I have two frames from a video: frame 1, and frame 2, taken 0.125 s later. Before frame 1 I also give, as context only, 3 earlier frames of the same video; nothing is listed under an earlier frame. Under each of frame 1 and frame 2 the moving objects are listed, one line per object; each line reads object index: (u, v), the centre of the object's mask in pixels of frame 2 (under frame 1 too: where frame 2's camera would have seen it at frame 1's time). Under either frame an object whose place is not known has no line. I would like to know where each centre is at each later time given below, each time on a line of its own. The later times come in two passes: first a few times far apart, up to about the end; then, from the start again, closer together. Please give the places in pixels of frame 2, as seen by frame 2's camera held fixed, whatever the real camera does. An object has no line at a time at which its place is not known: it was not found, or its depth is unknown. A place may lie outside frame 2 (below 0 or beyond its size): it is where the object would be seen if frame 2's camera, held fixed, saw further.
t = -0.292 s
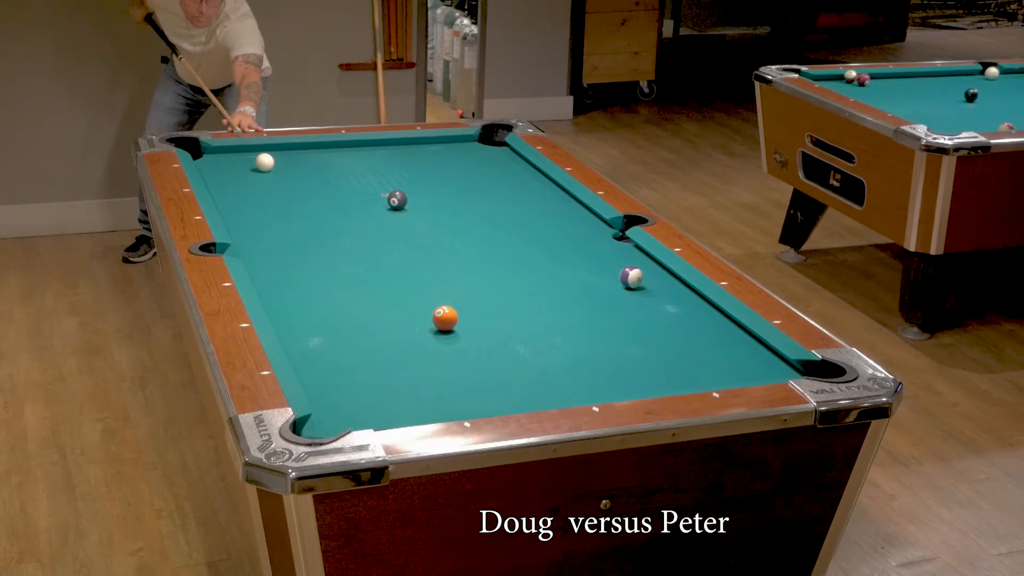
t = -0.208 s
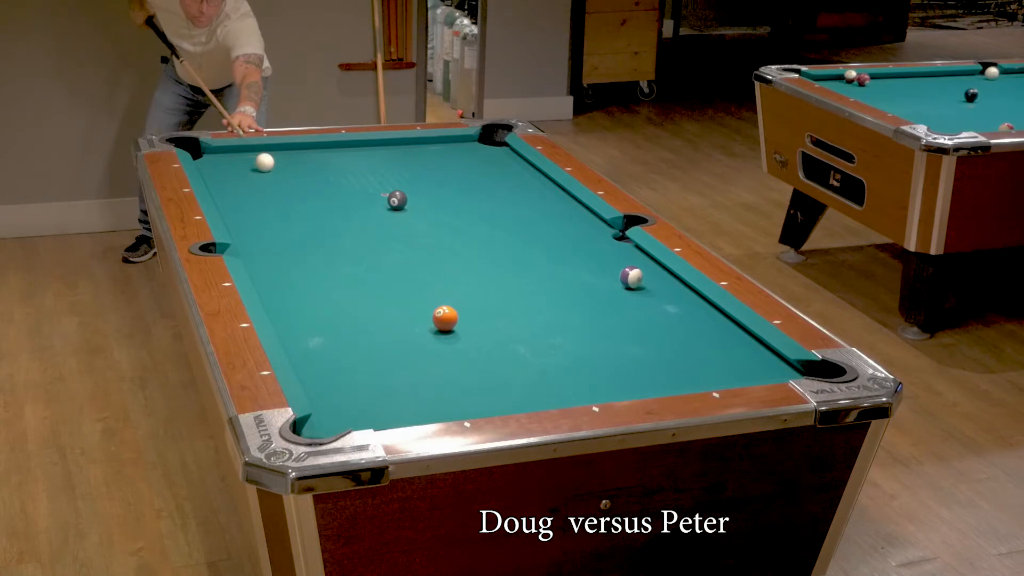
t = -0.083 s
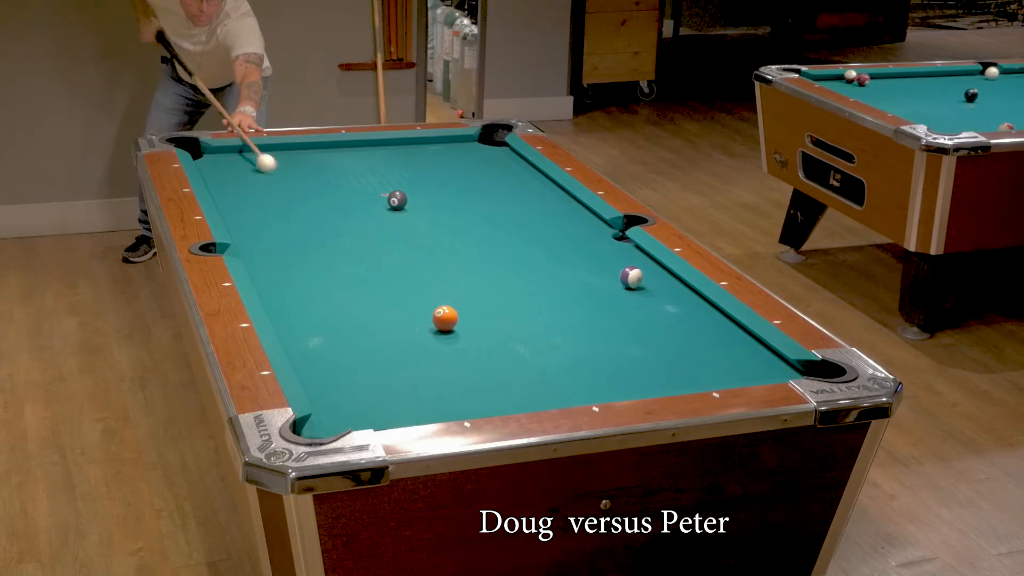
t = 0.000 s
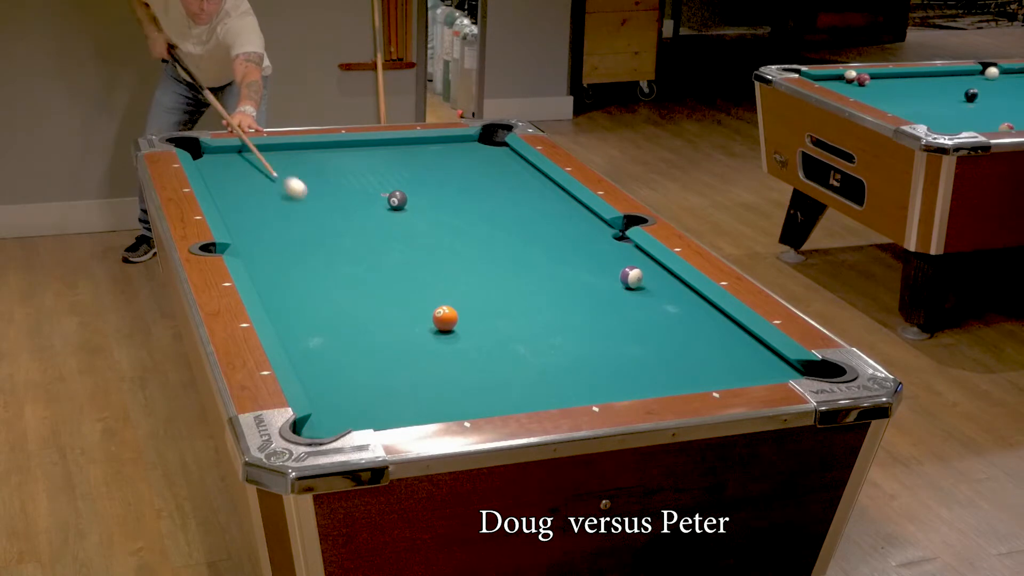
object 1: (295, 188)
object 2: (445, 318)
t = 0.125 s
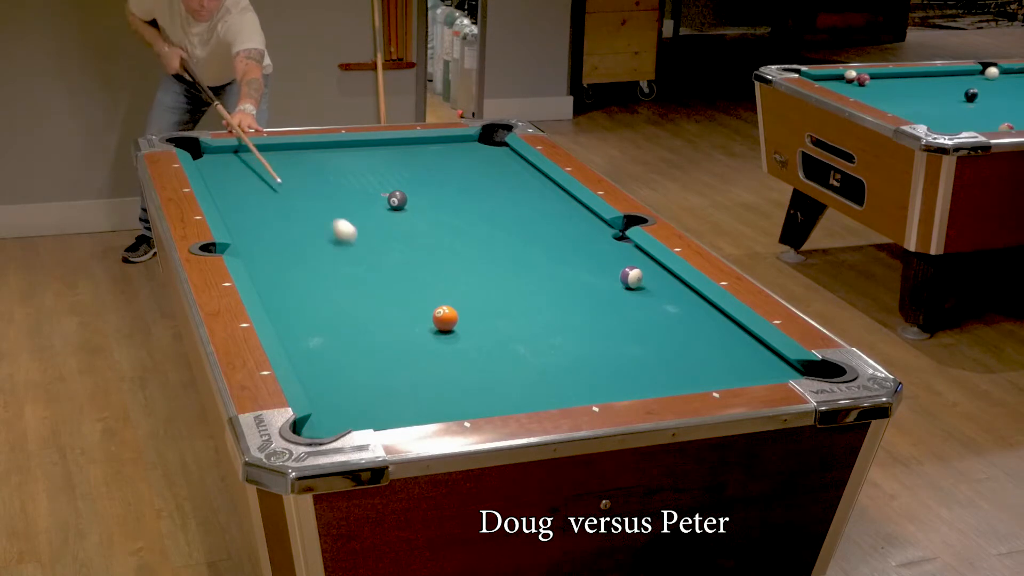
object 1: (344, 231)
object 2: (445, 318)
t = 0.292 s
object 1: (415, 291)
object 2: (445, 318)
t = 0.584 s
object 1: (444, 326)
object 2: (547, 391)
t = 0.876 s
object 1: (477, 362)
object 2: (513, 335)
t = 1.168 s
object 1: (512, 399)
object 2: (487, 287)
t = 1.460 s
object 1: (511, 384)
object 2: (465, 248)
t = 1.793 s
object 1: (506, 361)
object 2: (443, 212)
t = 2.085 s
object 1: (503, 343)
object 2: (428, 185)
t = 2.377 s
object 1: (501, 328)
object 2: (415, 162)
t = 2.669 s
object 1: (499, 315)
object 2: (404, 142)
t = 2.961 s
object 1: (497, 304)
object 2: (418, 151)
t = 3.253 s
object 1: (496, 294)
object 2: (433, 161)
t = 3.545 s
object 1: (494, 285)
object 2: (448, 171)
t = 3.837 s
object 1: (494, 278)
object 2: (462, 180)
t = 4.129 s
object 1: (493, 272)
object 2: (476, 190)
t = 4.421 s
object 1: (493, 268)
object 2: (489, 199)
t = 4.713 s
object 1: (493, 264)
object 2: (502, 207)
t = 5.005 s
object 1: (492, 262)
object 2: (515, 216)
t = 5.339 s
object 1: (491, 261)
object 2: (528, 224)
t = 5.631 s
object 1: (491, 260)
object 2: (539, 231)
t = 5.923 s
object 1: (491, 260)
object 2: (548, 237)
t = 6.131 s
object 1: (488, 256)
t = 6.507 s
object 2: (564, 246)
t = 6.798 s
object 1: (491, 260)
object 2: (570, 250)
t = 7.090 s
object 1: (491, 260)
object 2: (574, 252)
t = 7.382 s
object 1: (491, 260)
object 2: (575, 254)
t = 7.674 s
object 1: (491, 260)
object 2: (577, 255)
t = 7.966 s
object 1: (491, 260)
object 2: (577, 255)
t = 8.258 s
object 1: (491, 260)
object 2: (577, 255)
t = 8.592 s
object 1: (491, 260)
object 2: (577, 255)
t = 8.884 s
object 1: (491, 260)
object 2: (577, 255)
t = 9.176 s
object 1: (491, 260)
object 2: (577, 255)
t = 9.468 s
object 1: (491, 260)
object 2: (577, 255)
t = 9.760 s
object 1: (491, 260)
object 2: (577, 255)
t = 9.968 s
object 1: (491, 260)
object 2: (577, 255)
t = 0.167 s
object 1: (361, 245)
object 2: (445, 318)
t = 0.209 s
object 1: (379, 260)
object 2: (445, 318)
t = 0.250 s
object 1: (397, 275)
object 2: (445, 318)
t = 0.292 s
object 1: (415, 291)
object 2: (445, 318)
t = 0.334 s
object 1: (431, 306)
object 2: (446, 319)
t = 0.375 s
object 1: (433, 311)
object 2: (466, 334)
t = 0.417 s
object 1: (433, 312)
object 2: (488, 351)
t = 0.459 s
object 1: (434, 314)
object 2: (509, 368)
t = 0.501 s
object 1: (436, 317)
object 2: (531, 385)
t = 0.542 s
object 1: (440, 321)
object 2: (550, 396)
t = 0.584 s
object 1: (444, 326)
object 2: (547, 391)
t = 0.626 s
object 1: (449, 331)
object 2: (542, 383)
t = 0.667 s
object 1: (453, 336)
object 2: (536, 375)
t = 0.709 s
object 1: (458, 341)
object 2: (532, 366)
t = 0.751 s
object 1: (463, 347)
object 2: (527, 358)
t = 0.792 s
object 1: (467, 352)
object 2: (522, 350)
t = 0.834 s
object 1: (472, 357)
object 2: (518, 342)
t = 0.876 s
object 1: (477, 362)
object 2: (513, 335)
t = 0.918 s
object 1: (481, 368)
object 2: (509, 328)
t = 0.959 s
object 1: (486, 374)
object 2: (505, 320)
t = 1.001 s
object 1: (491, 379)
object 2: (501, 313)
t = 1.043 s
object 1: (496, 385)
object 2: (498, 306)
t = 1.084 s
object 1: (501, 391)
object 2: (494, 300)
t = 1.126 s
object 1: (506, 396)
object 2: (490, 294)
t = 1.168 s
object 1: (512, 399)
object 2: (487, 287)
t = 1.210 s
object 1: (515, 400)
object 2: (483, 281)
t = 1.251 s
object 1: (514, 398)
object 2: (480, 276)
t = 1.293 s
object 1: (514, 396)
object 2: (477, 270)
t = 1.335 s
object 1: (513, 394)
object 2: (474, 264)
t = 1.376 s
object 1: (513, 391)
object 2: (471, 259)
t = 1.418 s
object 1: (512, 388)
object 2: (468, 254)
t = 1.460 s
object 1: (511, 384)
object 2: (465, 248)
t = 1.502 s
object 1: (511, 381)
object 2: (462, 244)
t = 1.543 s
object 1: (510, 378)
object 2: (459, 239)
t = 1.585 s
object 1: (509, 375)
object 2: (456, 234)
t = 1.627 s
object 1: (509, 372)
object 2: (454, 229)
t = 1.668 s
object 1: (508, 369)
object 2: (451, 225)
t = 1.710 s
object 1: (508, 366)
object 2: (448, 220)
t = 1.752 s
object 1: (507, 364)
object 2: (446, 216)
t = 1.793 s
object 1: (506, 361)
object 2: (443, 212)
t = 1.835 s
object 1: (506, 358)
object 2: (441, 208)
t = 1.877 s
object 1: (505, 356)
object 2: (439, 204)
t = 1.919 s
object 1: (505, 353)
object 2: (437, 200)
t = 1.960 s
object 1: (504, 351)
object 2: (434, 196)
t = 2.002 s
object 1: (504, 348)
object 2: (432, 192)
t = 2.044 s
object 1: (504, 346)
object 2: (430, 189)
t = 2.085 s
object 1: (503, 343)
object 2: (428, 185)
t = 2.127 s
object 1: (503, 341)
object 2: (426, 182)
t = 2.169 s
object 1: (502, 339)
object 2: (424, 178)
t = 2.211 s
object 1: (502, 337)
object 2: (422, 175)
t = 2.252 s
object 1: (502, 335)
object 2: (421, 172)
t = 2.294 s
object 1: (501, 332)
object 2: (419, 168)
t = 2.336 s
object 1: (501, 330)
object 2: (417, 165)
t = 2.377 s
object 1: (501, 328)
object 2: (415, 162)
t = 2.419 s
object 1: (500, 326)
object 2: (413, 159)
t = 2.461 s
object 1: (500, 324)
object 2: (412, 156)
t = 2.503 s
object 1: (500, 322)
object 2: (410, 153)
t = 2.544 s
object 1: (499, 320)
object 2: (408, 150)
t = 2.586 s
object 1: (499, 319)
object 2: (407, 147)
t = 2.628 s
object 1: (499, 317)
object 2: (405, 144)
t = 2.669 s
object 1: (499, 315)
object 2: (404, 142)
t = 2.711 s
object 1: (499, 313)
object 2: (405, 142)
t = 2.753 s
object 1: (498, 311)
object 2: (408, 144)
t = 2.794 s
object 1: (498, 310)
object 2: (410, 146)
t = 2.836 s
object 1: (498, 308)
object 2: (412, 147)
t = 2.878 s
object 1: (498, 307)
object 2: (414, 148)
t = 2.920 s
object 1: (498, 305)
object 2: (416, 150)
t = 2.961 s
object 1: (497, 304)
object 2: (418, 151)
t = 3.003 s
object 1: (497, 302)
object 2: (420, 152)
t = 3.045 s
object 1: (497, 301)
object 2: (423, 154)
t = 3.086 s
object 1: (497, 299)
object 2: (425, 156)
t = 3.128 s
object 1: (497, 298)
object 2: (427, 157)
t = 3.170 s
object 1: (496, 296)
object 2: (429, 158)
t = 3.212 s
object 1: (496, 295)
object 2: (431, 160)
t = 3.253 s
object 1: (496, 294)
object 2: (433, 161)
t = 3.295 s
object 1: (496, 293)
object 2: (435, 162)
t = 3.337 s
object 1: (496, 291)
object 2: (437, 164)
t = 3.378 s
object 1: (495, 290)
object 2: (439, 165)
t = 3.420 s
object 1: (495, 289)
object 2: (442, 167)
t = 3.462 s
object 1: (495, 287)
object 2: (444, 168)
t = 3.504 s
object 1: (495, 286)
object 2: (446, 169)
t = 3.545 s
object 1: (494, 285)
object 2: (448, 171)
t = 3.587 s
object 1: (494, 284)
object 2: (450, 172)
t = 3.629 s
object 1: (494, 283)
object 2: (452, 174)
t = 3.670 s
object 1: (494, 282)
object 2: (454, 175)
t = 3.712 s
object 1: (494, 281)
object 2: (456, 176)
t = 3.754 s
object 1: (494, 280)
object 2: (459, 177)
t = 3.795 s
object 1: (494, 279)
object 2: (460, 179)
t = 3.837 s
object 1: (494, 278)
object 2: (462, 180)
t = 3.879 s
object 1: (494, 278)
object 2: (464, 182)
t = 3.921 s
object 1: (493, 277)
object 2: (466, 183)
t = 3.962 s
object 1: (493, 276)
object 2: (468, 184)
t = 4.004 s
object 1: (493, 275)
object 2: (470, 186)
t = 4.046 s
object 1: (493, 274)
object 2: (472, 187)
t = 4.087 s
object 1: (493, 273)
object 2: (474, 188)
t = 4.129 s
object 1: (493, 272)
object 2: (476, 190)
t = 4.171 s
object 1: (493, 272)
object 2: (478, 191)
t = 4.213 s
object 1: (493, 271)
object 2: (480, 192)
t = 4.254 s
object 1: (493, 270)
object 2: (482, 194)
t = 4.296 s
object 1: (493, 270)
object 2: (484, 195)
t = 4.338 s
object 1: (493, 269)
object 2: (486, 196)
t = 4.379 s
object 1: (493, 268)
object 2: (488, 198)
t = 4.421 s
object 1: (493, 268)
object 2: (489, 199)
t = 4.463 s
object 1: (493, 267)
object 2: (491, 200)
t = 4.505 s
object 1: (493, 267)
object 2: (493, 201)
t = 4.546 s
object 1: (493, 266)
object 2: (495, 202)
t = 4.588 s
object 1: (493, 266)
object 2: (497, 204)
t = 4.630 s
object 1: (493, 265)
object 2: (498, 205)
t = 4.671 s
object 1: (493, 265)
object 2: (500, 206)
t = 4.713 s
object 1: (493, 264)
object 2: (502, 207)
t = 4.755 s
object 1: (493, 264)
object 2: (504, 209)
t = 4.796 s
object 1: (492, 263)
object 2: (506, 210)
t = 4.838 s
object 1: (492, 263)
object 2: (507, 211)
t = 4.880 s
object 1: (492, 263)
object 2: (509, 212)
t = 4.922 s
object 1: (492, 262)
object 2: (511, 213)
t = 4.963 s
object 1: (492, 262)
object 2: (513, 214)
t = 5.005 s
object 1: (492, 262)
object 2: (515, 216)
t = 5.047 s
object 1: (491, 262)
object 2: (516, 217)
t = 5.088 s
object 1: (491, 261)
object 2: (518, 218)
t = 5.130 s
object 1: (491, 261)
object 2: (520, 219)
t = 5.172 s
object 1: (491, 261)
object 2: (521, 220)
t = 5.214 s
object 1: (491, 261)
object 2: (523, 221)
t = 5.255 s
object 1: (491, 261)
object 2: (525, 222)
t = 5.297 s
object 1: (491, 261)
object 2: (526, 223)
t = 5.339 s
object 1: (491, 261)
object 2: (528, 224)
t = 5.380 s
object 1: (491, 261)
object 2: (530, 225)
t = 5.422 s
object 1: (491, 260)
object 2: (531, 226)
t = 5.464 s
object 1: (491, 260)
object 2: (533, 227)
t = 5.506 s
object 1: (491, 260)
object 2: (534, 228)
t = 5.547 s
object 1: (491, 260)
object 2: (536, 229)
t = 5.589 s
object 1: (491, 260)
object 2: (537, 230)
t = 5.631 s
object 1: (491, 260)
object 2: (539, 231)
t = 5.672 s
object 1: (491, 260)
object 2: (540, 231)
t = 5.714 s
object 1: (491, 260)
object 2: (542, 232)
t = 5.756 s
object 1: (491, 260)
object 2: (543, 233)
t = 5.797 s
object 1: (491, 260)
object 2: (545, 234)
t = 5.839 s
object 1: (491, 260)
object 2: (546, 235)
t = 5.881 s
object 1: (491, 260)
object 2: (547, 236)
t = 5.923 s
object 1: (491, 260)
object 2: (548, 237)
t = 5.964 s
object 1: (491, 260)
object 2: (550, 237)
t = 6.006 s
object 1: (491, 260)
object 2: (551, 238)
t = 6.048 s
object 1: (491, 260)
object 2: (552, 239)
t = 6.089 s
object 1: (491, 260)
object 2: (552, 236)
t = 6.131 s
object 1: (488, 256)
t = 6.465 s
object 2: (565, 243)
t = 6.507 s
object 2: (564, 246)
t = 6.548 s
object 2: (565, 247)
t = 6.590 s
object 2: (566, 247)
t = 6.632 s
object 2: (567, 248)
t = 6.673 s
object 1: (495, 256)
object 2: (568, 248)
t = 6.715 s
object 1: (492, 259)
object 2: (569, 249)
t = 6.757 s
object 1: (491, 260)
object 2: (569, 249)
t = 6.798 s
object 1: (491, 260)
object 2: (570, 250)
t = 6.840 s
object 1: (491, 260)
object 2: (571, 250)
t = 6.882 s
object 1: (491, 260)
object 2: (571, 251)
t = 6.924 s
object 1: (491, 260)
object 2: (572, 251)
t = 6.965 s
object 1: (491, 260)
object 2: (572, 251)
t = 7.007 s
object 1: (491, 260)
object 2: (573, 252)
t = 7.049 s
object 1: (491, 260)
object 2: (573, 252)
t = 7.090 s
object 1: (491, 260)
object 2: (574, 252)
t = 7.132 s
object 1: (491, 260)
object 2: (574, 253)
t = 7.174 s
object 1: (491, 260)
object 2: (574, 253)
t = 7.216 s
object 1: (491, 260)
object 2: (574, 253)
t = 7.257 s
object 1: (491, 260)
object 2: (575, 254)
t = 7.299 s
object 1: (491, 260)
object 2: (575, 254)
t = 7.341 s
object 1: (491, 260)
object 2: (575, 254)
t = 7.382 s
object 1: (491, 260)
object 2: (575, 254)
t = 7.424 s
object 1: (491, 260)
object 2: (575, 255)
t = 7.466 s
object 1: (491, 260)
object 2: (576, 255)
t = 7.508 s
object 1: (491, 260)
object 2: (576, 255)
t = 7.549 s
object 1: (491, 260)
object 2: (576, 255)
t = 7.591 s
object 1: (491, 260)
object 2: (577, 255)
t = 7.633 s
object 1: (491, 260)
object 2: (577, 255)
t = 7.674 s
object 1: (491, 260)
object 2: (577, 255)
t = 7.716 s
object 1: (491, 260)
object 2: (577, 255)
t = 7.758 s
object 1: (491, 260)
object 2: (577, 255)
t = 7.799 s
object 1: (491, 260)
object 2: (577, 255)
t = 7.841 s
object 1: (491, 260)
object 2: (577, 255)
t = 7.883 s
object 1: (491, 260)
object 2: (577, 255)
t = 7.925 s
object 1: (491, 260)
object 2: (577, 255)
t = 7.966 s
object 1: (491, 260)
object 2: (577, 255)
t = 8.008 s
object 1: (491, 260)
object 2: (577, 255)
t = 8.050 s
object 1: (491, 260)
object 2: (578, 255)
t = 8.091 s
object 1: (491, 260)
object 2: (577, 255)
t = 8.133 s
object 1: (491, 260)
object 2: (577, 255)
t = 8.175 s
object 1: (491, 260)
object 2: (577, 255)
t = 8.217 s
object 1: (491, 260)
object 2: (577, 255)
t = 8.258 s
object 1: (491, 260)
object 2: (577, 255)
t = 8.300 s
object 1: (491, 260)
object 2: (577, 255)
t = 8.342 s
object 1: (491, 260)
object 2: (577, 255)
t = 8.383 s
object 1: (491, 260)
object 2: (577, 255)
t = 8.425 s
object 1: (491, 260)
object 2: (577, 255)
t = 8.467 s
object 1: (491, 260)
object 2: (577, 255)
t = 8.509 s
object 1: (491, 260)
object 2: (577, 255)
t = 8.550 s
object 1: (491, 260)
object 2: (577, 255)
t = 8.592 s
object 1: (491, 260)
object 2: (577, 255)
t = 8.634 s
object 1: (491, 260)
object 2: (577, 255)
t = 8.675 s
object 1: (491, 260)
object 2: (577, 255)
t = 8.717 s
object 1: (491, 260)
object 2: (577, 255)
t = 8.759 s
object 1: (491, 260)
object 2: (577, 255)
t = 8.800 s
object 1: (491, 260)
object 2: (577, 255)
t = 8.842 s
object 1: (491, 260)
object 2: (577, 255)
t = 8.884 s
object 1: (491, 260)
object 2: (577, 255)
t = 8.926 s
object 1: (491, 260)
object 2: (577, 255)
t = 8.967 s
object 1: (491, 260)
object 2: (577, 255)
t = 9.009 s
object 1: (491, 260)
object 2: (577, 255)
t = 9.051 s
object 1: (491, 260)
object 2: (577, 255)
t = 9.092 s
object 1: (491, 260)
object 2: (577, 255)
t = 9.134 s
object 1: (491, 260)
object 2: (577, 255)
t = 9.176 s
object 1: (491, 260)
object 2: (577, 255)
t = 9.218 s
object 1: (491, 260)
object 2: (577, 255)
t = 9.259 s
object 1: (491, 260)
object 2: (577, 255)
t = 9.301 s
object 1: (491, 260)
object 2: (577, 255)
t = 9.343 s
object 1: (491, 260)
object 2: (577, 255)
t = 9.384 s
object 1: (491, 260)
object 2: (577, 255)
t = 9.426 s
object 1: (491, 260)
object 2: (577, 255)
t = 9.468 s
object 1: (491, 260)
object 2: (577, 255)
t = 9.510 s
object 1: (491, 260)
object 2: (577, 255)
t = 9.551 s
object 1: (491, 260)
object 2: (577, 255)
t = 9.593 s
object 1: (491, 260)
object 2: (577, 255)
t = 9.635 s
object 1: (491, 260)
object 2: (577, 255)
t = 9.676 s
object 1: (491, 260)
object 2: (577, 255)
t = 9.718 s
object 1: (491, 260)
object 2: (577, 255)
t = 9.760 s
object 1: (491, 260)
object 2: (577, 255)
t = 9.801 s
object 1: (491, 260)
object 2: (577, 255)
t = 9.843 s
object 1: (491, 260)
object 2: (577, 255)
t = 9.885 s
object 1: (491, 260)
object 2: (577, 255)
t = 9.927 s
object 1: (491, 260)
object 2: (577, 255)
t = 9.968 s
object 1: (491, 260)
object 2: (577, 255)
